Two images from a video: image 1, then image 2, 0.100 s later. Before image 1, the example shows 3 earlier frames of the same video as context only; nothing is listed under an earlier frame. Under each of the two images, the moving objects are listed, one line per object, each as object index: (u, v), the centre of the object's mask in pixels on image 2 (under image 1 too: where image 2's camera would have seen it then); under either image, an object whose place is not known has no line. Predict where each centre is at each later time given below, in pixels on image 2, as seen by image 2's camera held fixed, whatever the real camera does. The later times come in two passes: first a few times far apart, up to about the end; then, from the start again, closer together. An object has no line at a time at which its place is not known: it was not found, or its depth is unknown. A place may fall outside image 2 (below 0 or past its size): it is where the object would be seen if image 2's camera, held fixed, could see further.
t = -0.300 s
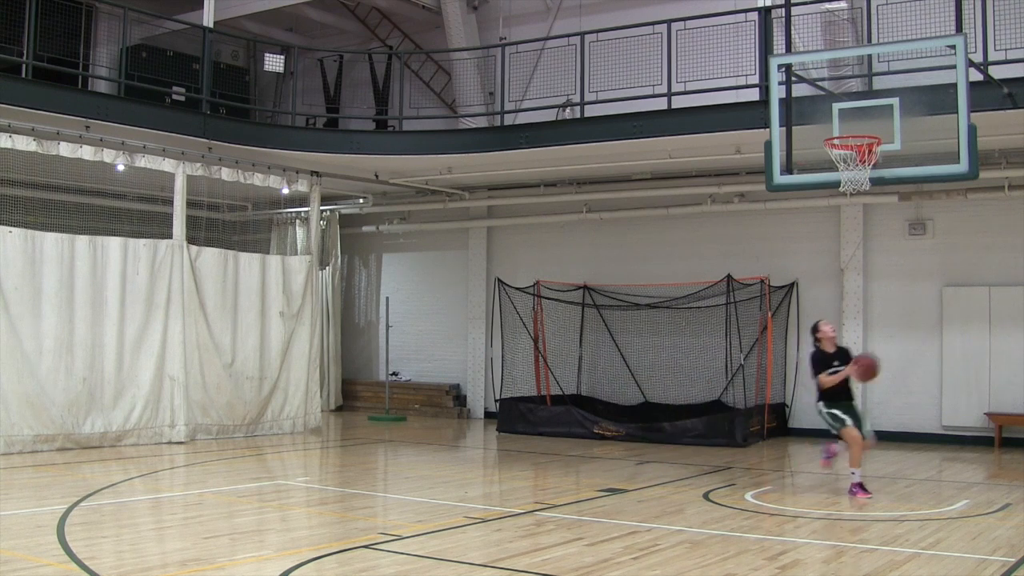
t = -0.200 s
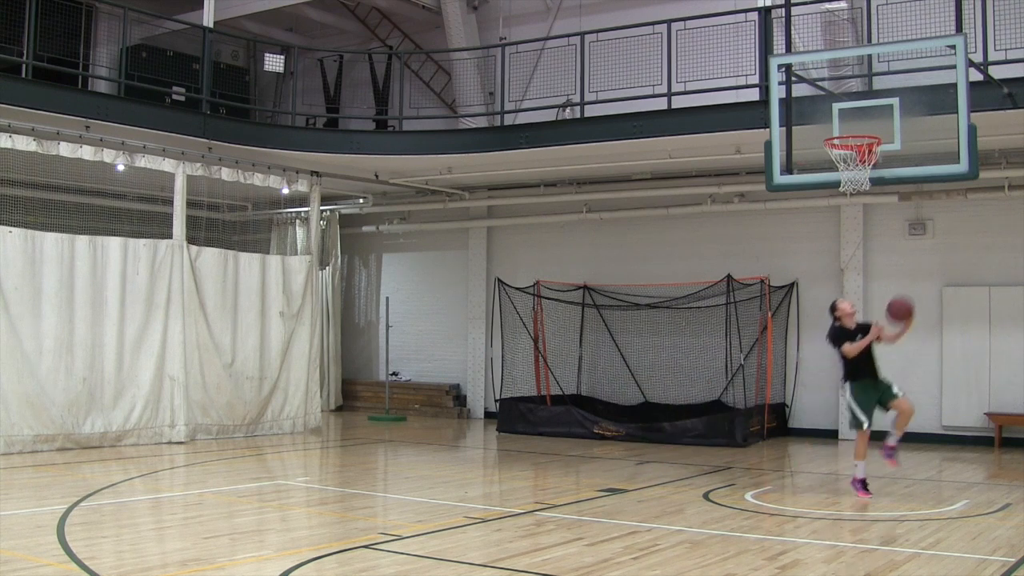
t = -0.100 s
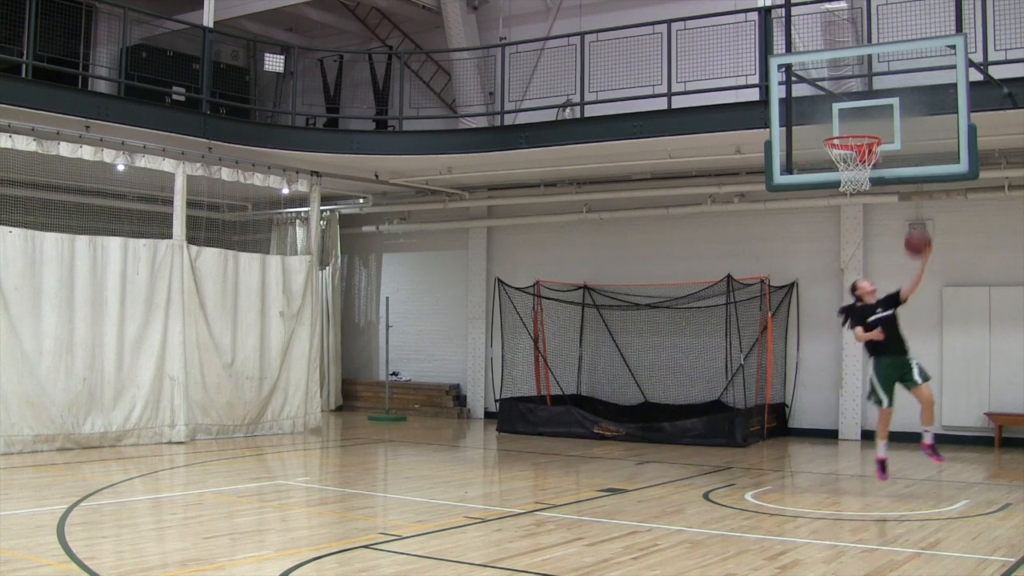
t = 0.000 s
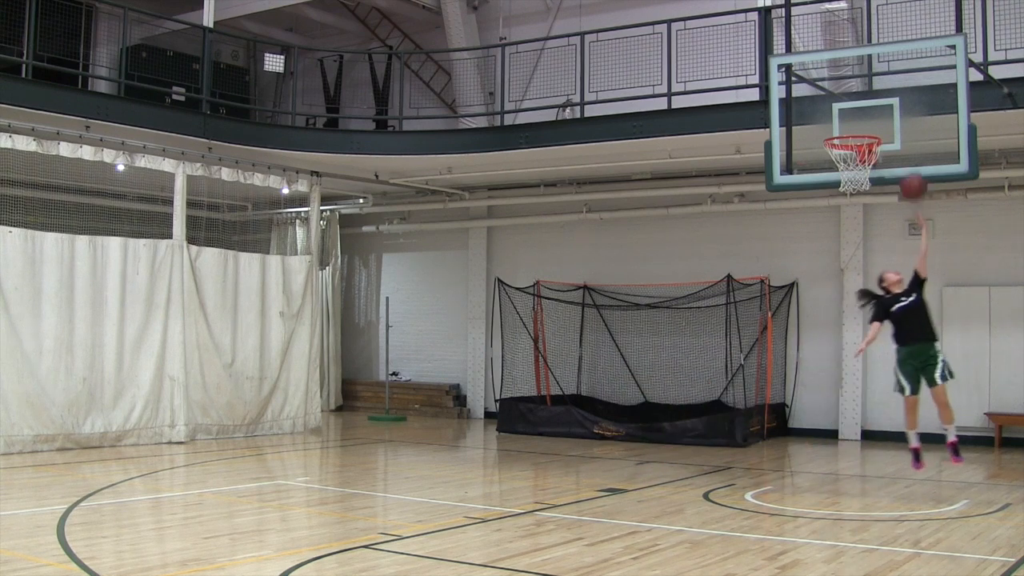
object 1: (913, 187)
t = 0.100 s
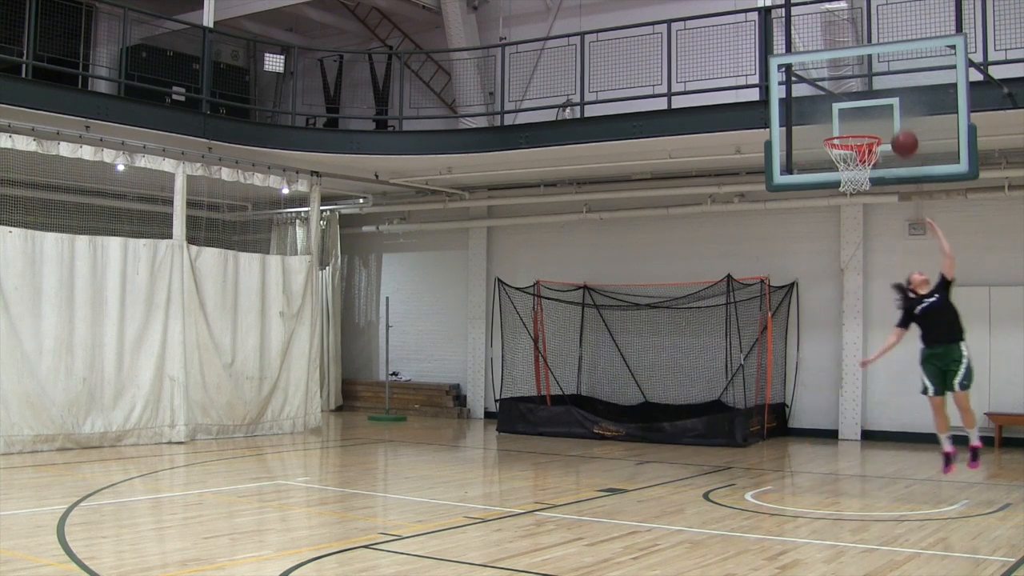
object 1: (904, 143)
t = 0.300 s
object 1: (888, 94)
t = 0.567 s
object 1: (864, 103)
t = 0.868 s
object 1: (842, 200)
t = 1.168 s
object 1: (829, 379)
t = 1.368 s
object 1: (829, 443)
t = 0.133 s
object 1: (901, 132)
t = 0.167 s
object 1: (899, 122)
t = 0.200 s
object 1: (896, 113)
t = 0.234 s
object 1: (892, 105)
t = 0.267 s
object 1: (890, 100)
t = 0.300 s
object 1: (888, 94)
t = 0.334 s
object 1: (885, 91)
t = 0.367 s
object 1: (882, 89)
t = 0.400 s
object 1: (879, 88)
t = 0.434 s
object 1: (875, 89)
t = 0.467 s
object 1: (873, 90)
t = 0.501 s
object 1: (869, 93)
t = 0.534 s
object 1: (866, 98)
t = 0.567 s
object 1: (864, 103)
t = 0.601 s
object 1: (861, 109)
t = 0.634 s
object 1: (858, 118)
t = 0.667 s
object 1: (855, 125)
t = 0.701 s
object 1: (852, 130)
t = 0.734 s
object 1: (850, 151)
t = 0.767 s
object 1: (845, 162)
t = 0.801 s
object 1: (843, 177)
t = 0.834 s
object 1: (843, 189)
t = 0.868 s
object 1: (842, 200)
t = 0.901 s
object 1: (841, 215)
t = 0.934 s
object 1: (839, 230)
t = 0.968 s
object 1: (838, 248)
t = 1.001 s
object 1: (837, 267)
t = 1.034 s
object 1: (835, 286)
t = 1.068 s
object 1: (834, 308)
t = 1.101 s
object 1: (833, 330)
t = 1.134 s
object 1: (831, 354)
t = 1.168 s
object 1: (829, 379)
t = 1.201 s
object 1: (827, 405)
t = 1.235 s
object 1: (825, 434)
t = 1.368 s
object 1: (829, 443)
